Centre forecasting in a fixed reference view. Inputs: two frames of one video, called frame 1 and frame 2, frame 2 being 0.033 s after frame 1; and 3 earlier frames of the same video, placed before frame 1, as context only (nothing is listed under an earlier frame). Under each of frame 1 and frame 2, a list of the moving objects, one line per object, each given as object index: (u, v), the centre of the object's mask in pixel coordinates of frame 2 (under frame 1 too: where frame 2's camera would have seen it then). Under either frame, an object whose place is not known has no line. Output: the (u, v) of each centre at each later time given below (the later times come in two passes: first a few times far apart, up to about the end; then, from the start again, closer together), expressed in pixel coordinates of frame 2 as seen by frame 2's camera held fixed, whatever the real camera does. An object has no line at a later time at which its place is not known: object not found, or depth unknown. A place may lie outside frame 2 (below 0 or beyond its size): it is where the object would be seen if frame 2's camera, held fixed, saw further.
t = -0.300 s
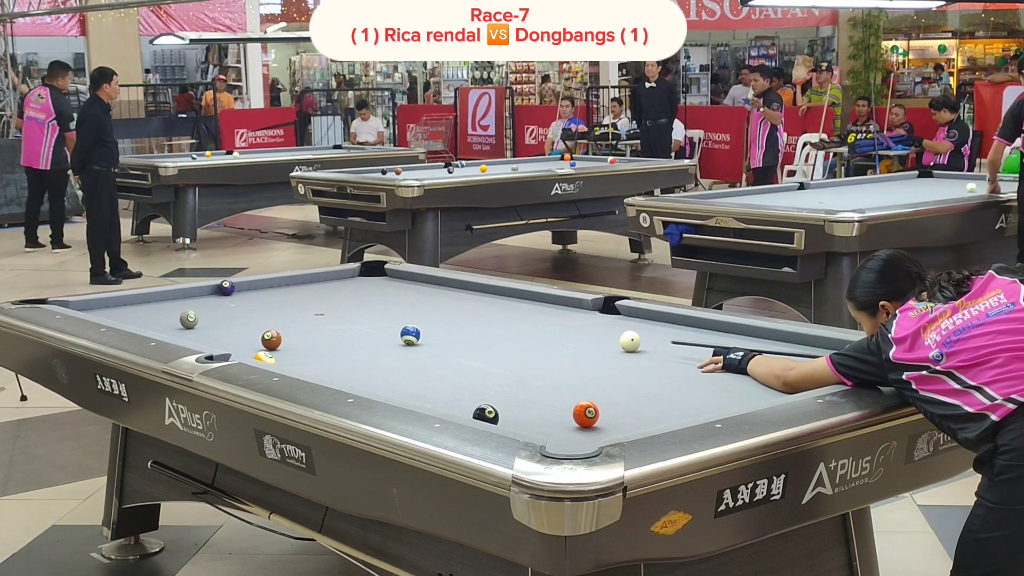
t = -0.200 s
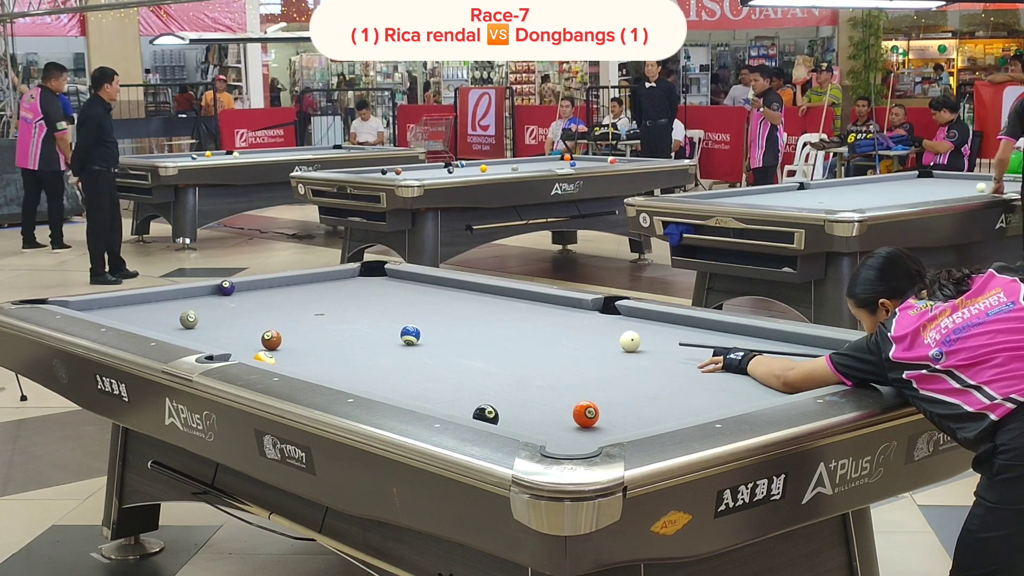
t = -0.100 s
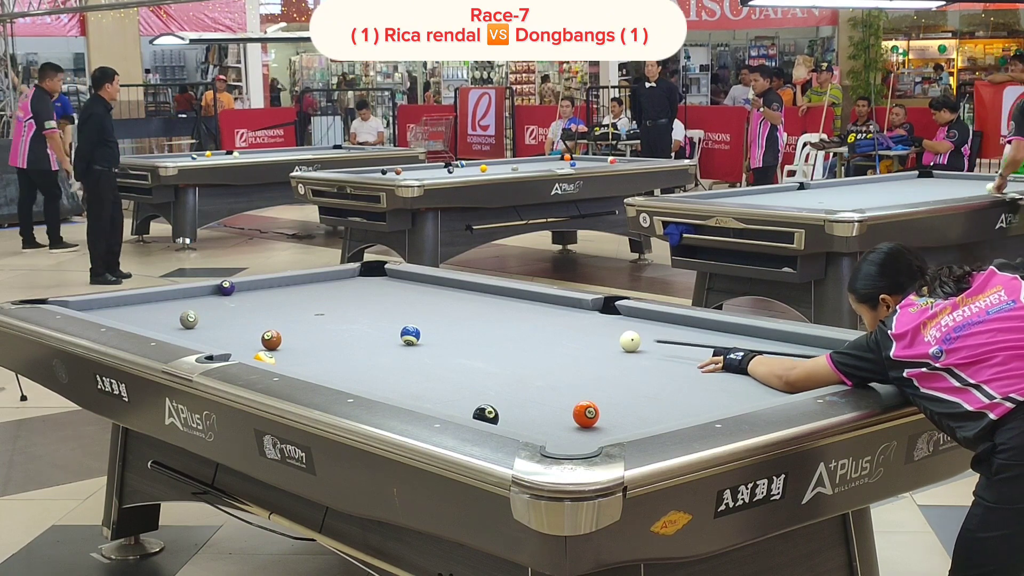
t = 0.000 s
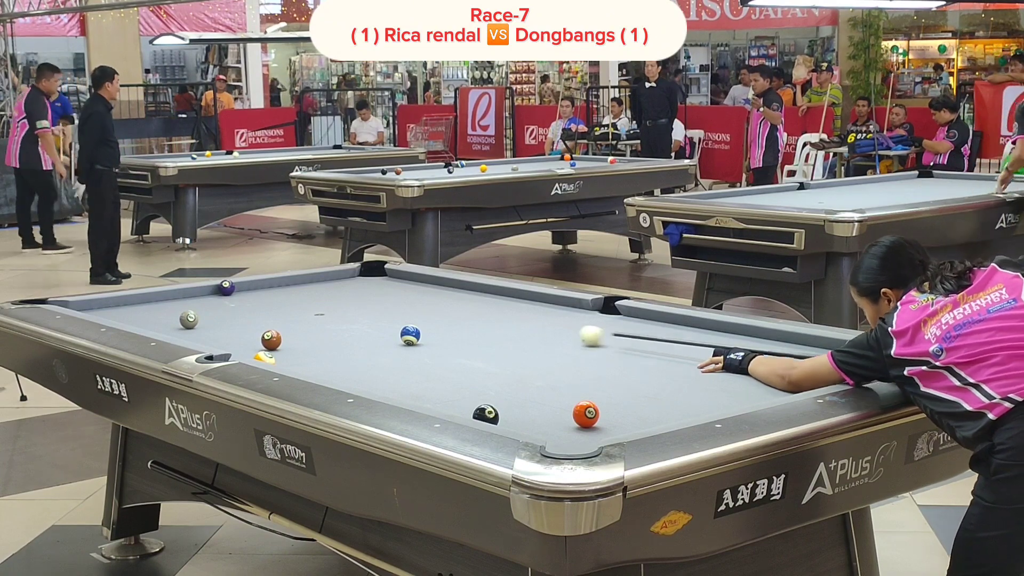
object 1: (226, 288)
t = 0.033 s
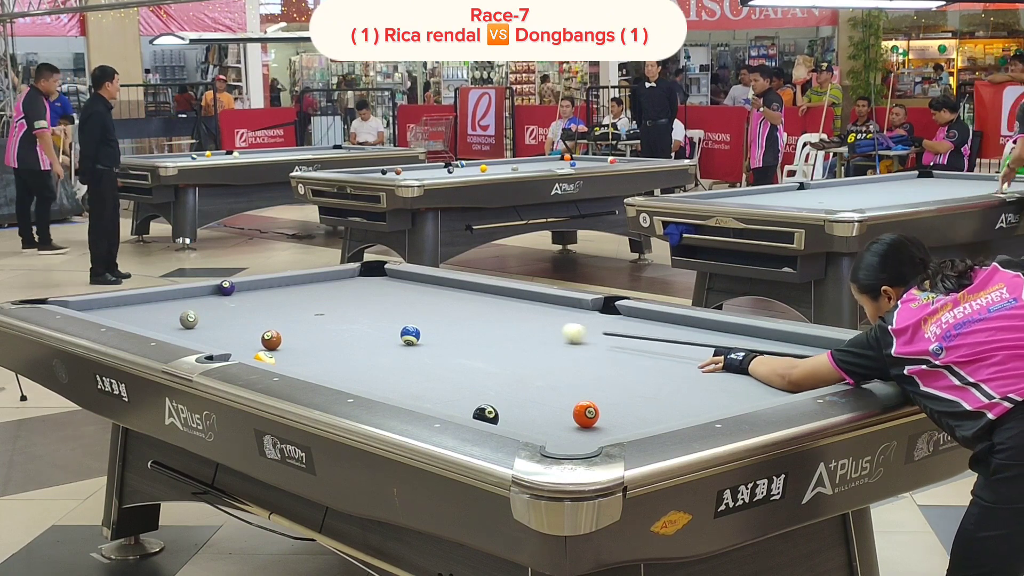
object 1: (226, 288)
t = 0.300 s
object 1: (226, 288)
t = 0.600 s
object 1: (226, 288)
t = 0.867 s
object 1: (222, 288)
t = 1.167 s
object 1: (201, 293)
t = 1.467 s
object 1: (182, 297)
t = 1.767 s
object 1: (164, 301)
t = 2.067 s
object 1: (146, 305)
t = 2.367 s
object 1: (129, 308)
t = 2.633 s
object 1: (116, 311)
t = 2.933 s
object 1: (102, 312)
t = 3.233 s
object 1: (97, 312)
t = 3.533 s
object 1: (105, 313)
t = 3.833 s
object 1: (114, 315)
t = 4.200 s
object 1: (115, 314)
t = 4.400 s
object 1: (116, 314)
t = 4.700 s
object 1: (117, 314)
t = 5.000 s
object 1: (117, 314)
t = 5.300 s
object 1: (117, 314)
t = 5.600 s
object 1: (117, 314)
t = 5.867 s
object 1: (117, 314)
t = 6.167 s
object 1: (117, 314)
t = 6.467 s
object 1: (117, 314)
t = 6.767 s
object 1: (117, 314)
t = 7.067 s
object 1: (117, 314)
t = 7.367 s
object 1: (117, 314)
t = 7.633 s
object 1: (117, 314)
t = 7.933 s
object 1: (117, 314)
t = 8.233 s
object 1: (117, 314)
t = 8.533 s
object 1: (117, 314)
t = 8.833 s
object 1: (117, 314)
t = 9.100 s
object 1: (116, 314)
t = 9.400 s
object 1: (117, 314)
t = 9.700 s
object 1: (117, 314)
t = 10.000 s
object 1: (117, 314)
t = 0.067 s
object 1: (226, 288)
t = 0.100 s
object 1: (226, 288)
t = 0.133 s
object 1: (226, 288)
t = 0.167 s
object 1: (226, 288)
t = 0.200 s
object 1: (226, 288)
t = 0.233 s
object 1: (226, 288)
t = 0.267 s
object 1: (226, 288)
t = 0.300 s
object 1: (226, 288)
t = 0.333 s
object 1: (226, 288)
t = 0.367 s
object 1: (226, 288)
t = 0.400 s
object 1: (226, 288)
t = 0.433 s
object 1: (226, 288)
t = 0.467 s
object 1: (226, 288)
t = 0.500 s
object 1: (226, 288)
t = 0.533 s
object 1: (226, 288)
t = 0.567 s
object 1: (226, 288)
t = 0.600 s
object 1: (226, 288)
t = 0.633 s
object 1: (226, 288)
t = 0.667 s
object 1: (226, 288)
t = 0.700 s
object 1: (226, 288)
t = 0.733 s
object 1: (226, 288)
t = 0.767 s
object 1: (226, 288)
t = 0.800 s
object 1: (226, 288)
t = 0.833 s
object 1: (226, 288)
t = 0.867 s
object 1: (222, 288)
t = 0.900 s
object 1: (218, 288)
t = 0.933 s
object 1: (216, 289)
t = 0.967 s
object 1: (213, 290)
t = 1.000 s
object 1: (211, 290)
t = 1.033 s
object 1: (209, 290)
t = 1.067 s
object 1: (207, 291)
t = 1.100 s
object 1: (205, 292)
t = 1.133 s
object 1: (203, 292)
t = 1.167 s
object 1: (201, 293)
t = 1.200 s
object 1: (199, 293)
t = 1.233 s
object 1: (196, 293)
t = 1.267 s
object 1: (194, 294)
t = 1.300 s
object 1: (192, 294)
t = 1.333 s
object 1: (190, 295)
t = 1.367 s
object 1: (188, 295)
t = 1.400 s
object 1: (186, 296)
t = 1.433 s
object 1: (184, 296)
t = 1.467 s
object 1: (182, 297)
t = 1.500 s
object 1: (180, 297)
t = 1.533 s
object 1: (178, 297)
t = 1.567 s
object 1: (176, 298)
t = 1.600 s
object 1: (174, 298)
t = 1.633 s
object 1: (172, 299)
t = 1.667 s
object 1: (169, 299)
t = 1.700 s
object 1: (168, 300)
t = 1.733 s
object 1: (166, 300)
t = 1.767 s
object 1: (164, 301)
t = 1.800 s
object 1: (162, 301)
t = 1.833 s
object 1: (160, 301)
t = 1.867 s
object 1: (158, 302)
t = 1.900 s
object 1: (156, 302)
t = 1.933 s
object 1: (154, 303)
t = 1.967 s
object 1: (152, 303)
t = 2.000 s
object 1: (150, 304)
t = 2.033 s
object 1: (148, 304)
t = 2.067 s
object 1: (146, 305)
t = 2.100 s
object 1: (144, 305)
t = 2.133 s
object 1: (142, 305)
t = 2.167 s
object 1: (140, 306)
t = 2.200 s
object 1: (139, 306)
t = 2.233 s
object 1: (137, 307)
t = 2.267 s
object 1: (135, 307)
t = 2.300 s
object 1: (133, 308)
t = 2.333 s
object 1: (131, 308)
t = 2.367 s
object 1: (129, 308)
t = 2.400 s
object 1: (128, 309)
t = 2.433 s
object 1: (126, 309)
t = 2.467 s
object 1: (124, 309)
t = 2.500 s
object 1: (123, 310)
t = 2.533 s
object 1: (121, 310)
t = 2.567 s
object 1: (119, 310)
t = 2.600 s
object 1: (118, 311)
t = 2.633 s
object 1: (116, 311)
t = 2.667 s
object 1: (114, 312)
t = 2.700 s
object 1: (113, 312)
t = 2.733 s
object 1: (111, 312)
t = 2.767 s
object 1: (110, 312)
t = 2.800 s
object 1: (108, 312)
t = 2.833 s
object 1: (107, 312)
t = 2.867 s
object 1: (105, 312)
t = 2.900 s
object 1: (104, 312)
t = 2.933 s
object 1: (102, 312)
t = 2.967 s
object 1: (101, 312)
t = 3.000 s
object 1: (100, 312)
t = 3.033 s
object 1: (98, 312)
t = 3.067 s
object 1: (97, 312)
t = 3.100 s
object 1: (96, 312)
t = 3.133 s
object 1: (94, 312)
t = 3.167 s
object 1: (95, 312)
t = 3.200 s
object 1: (96, 312)
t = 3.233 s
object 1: (97, 312)
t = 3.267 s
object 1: (98, 312)
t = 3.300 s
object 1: (99, 313)
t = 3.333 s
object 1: (100, 313)
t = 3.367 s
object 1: (101, 313)
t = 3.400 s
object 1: (102, 313)
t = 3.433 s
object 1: (103, 313)
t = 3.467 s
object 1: (103, 313)
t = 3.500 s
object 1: (104, 313)
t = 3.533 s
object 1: (105, 313)
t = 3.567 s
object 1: (106, 313)
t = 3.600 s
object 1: (107, 313)
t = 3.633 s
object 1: (108, 313)
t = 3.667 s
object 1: (108, 313)
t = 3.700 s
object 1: (109, 313)
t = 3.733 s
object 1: (110, 314)
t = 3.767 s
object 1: (110, 314)
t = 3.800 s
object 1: (111, 314)
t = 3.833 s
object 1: (114, 315)
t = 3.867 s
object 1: (112, 314)
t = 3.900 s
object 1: (113, 314)
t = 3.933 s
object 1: (113, 314)
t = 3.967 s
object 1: (113, 314)
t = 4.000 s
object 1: (114, 314)
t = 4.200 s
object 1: (115, 314)
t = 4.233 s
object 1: (115, 314)
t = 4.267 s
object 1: (116, 314)
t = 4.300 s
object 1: (116, 314)
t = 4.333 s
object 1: (116, 314)
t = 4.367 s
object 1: (116, 314)
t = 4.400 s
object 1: (116, 314)
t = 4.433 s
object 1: (116, 314)
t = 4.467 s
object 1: (116, 314)
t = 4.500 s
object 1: (116, 314)
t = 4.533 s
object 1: (116, 314)
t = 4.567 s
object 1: (116, 314)
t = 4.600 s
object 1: (117, 314)
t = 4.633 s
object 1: (117, 314)
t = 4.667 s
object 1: (117, 314)
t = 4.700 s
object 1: (117, 314)
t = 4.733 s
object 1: (117, 314)
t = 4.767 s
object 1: (117, 314)
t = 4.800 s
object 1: (117, 314)
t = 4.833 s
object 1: (117, 314)
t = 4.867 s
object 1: (117, 314)
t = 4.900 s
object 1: (117, 314)
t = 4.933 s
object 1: (117, 314)
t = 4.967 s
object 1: (117, 314)
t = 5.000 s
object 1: (117, 314)
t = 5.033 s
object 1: (117, 314)
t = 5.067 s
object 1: (117, 314)
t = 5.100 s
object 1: (117, 314)
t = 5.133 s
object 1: (117, 314)
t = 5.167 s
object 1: (117, 314)
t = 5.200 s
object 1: (117, 314)
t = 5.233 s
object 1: (117, 314)
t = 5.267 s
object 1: (117, 314)
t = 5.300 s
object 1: (117, 314)
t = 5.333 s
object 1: (117, 314)
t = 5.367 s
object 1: (117, 314)
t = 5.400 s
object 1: (117, 314)
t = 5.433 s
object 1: (117, 314)
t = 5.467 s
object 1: (117, 314)
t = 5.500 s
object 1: (117, 314)
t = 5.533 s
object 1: (117, 314)
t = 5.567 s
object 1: (117, 314)
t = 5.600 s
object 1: (117, 314)
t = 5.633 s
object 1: (117, 314)
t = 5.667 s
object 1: (117, 314)
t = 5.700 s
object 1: (117, 314)
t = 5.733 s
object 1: (117, 314)
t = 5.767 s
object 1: (117, 314)
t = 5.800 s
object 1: (117, 314)
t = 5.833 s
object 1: (117, 314)
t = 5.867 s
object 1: (117, 314)
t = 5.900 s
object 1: (117, 314)
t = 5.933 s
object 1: (117, 314)
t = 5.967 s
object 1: (117, 314)
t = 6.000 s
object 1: (117, 314)
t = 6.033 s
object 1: (117, 314)
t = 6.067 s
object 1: (117, 314)
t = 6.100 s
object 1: (117, 314)
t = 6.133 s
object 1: (117, 314)
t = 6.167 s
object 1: (117, 314)
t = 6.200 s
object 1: (117, 314)
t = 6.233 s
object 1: (117, 314)
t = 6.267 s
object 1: (117, 314)
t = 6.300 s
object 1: (117, 314)
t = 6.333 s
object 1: (117, 314)
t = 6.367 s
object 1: (117, 314)
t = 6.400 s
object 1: (117, 314)
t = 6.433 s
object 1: (117, 314)
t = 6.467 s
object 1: (117, 314)
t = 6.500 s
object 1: (117, 314)
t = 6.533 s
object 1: (117, 314)
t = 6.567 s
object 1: (117, 314)
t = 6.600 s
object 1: (117, 314)
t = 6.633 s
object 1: (117, 314)
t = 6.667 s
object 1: (117, 314)
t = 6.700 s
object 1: (117, 314)
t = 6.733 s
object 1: (117, 314)
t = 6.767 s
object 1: (117, 314)
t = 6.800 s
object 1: (117, 314)
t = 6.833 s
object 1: (117, 314)
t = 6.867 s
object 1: (117, 314)
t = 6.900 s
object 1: (117, 314)
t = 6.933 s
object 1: (117, 314)
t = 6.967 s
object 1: (117, 314)
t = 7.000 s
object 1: (117, 314)
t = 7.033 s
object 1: (117, 314)
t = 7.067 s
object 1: (117, 314)
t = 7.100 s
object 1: (117, 314)
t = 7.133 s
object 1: (117, 314)
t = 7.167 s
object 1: (117, 314)
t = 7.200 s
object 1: (117, 314)
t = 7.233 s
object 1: (117, 314)
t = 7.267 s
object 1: (117, 314)
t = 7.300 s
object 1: (117, 314)
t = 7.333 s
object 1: (117, 314)
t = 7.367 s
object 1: (117, 314)
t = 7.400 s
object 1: (117, 314)
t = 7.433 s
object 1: (117, 314)
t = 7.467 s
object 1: (117, 314)
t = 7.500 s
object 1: (117, 314)
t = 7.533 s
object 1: (117, 314)
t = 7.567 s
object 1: (117, 314)
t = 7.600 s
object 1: (117, 314)
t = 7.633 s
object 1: (117, 314)
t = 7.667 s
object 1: (117, 314)
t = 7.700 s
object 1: (117, 314)
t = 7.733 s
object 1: (117, 314)
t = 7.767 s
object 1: (117, 314)
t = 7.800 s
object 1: (117, 314)
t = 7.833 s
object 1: (117, 314)
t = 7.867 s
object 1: (117, 314)
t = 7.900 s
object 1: (117, 314)
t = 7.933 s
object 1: (117, 314)
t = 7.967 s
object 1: (117, 314)
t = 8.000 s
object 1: (117, 314)
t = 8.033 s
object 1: (117, 314)
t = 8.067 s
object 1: (117, 314)
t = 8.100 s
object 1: (117, 314)
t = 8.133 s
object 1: (117, 314)
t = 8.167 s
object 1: (117, 314)
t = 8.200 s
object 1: (117, 314)
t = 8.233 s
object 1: (117, 314)
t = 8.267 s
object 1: (117, 314)
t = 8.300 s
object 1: (117, 314)
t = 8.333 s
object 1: (117, 314)
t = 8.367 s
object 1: (117, 314)
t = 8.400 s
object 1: (117, 314)
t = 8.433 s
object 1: (117, 314)
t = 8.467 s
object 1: (117, 314)
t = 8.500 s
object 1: (117, 314)
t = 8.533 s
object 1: (117, 314)
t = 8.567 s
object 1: (117, 314)
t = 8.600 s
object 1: (117, 314)
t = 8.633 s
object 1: (117, 314)
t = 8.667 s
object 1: (117, 314)
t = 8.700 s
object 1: (116, 314)
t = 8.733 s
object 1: (116, 314)
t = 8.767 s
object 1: (117, 314)
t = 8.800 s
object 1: (117, 314)
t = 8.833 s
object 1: (117, 314)
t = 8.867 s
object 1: (117, 314)
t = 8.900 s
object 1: (117, 314)
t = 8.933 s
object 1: (117, 314)
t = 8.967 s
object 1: (116, 314)
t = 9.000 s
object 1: (117, 314)
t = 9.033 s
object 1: (116, 314)
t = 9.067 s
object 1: (117, 314)
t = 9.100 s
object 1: (116, 314)
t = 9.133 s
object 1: (117, 314)
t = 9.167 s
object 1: (116, 314)
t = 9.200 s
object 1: (116, 314)
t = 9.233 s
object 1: (117, 314)
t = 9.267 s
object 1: (116, 314)
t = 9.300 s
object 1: (116, 314)
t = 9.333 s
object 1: (116, 314)
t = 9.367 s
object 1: (117, 314)
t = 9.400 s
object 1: (117, 314)
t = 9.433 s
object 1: (117, 314)
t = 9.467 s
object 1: (117, 314)
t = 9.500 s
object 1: (117, 314)
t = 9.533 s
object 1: (117, 314)
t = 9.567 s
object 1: (117, 314)
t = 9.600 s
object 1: (117, 314)
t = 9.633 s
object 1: (117, 314)
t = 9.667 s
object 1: (117, 314)
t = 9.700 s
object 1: (117, 314)
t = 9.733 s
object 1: (117, 314)
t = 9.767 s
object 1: (117, 314)
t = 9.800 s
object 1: (117, 314)
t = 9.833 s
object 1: (117, 314)
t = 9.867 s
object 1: (117, 314)
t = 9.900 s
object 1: (117, 314)
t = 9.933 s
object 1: (117, 314)
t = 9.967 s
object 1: (117, 314)
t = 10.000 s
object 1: (117, 314)
